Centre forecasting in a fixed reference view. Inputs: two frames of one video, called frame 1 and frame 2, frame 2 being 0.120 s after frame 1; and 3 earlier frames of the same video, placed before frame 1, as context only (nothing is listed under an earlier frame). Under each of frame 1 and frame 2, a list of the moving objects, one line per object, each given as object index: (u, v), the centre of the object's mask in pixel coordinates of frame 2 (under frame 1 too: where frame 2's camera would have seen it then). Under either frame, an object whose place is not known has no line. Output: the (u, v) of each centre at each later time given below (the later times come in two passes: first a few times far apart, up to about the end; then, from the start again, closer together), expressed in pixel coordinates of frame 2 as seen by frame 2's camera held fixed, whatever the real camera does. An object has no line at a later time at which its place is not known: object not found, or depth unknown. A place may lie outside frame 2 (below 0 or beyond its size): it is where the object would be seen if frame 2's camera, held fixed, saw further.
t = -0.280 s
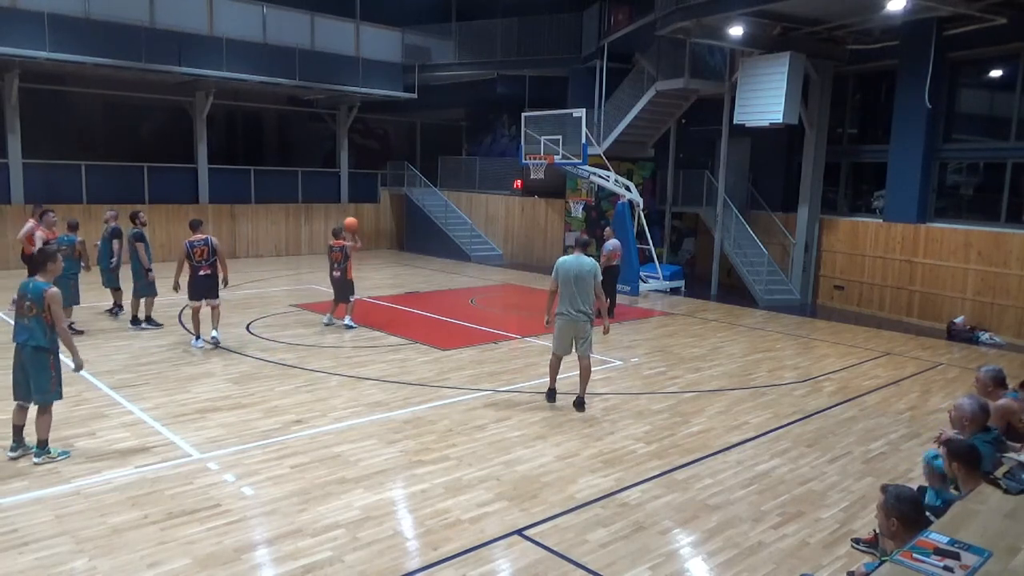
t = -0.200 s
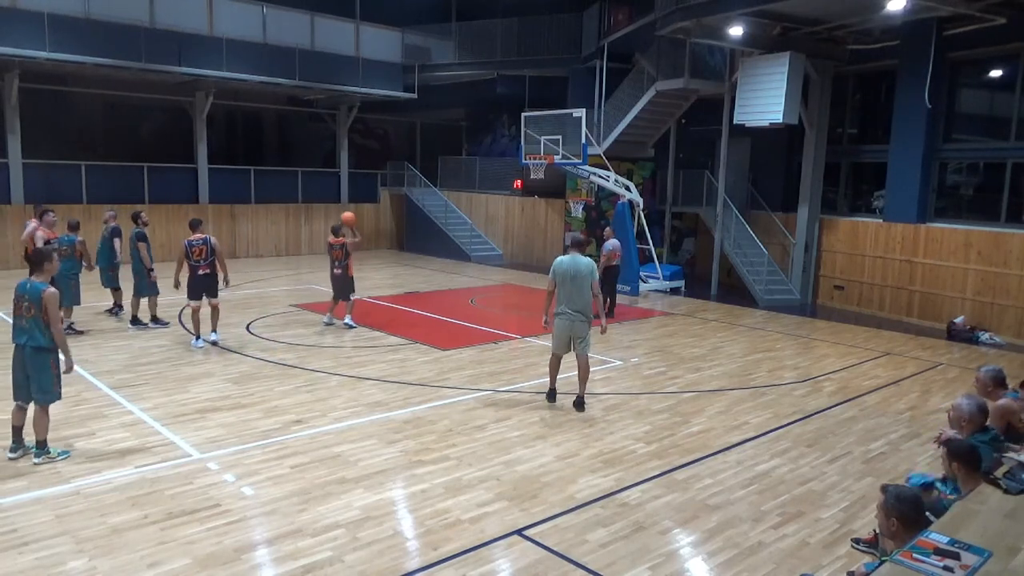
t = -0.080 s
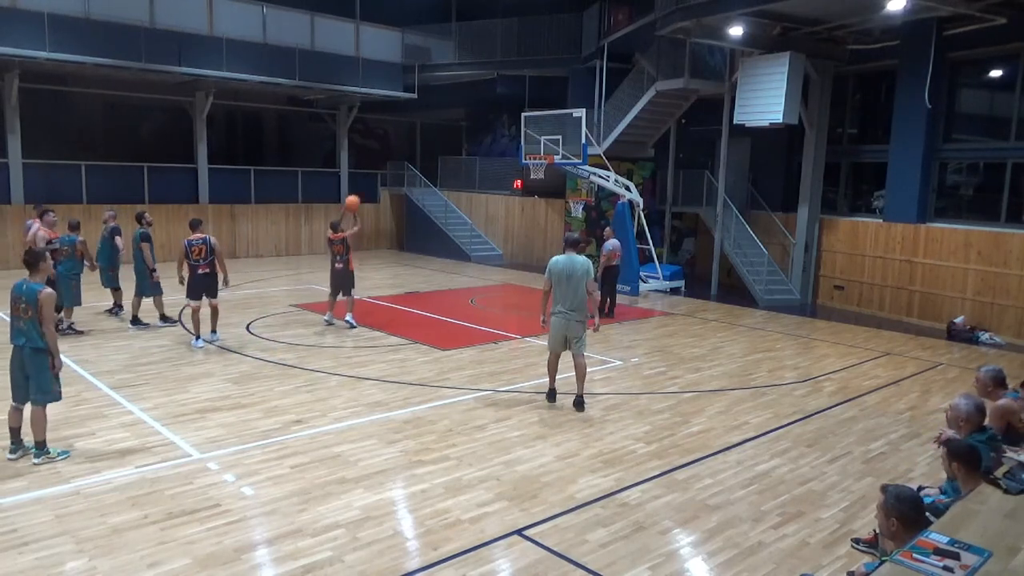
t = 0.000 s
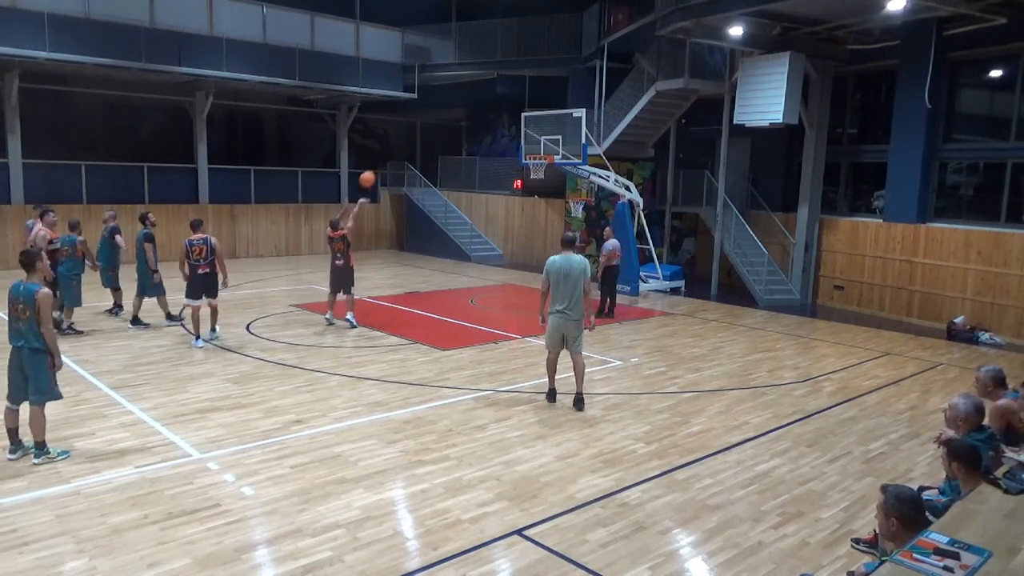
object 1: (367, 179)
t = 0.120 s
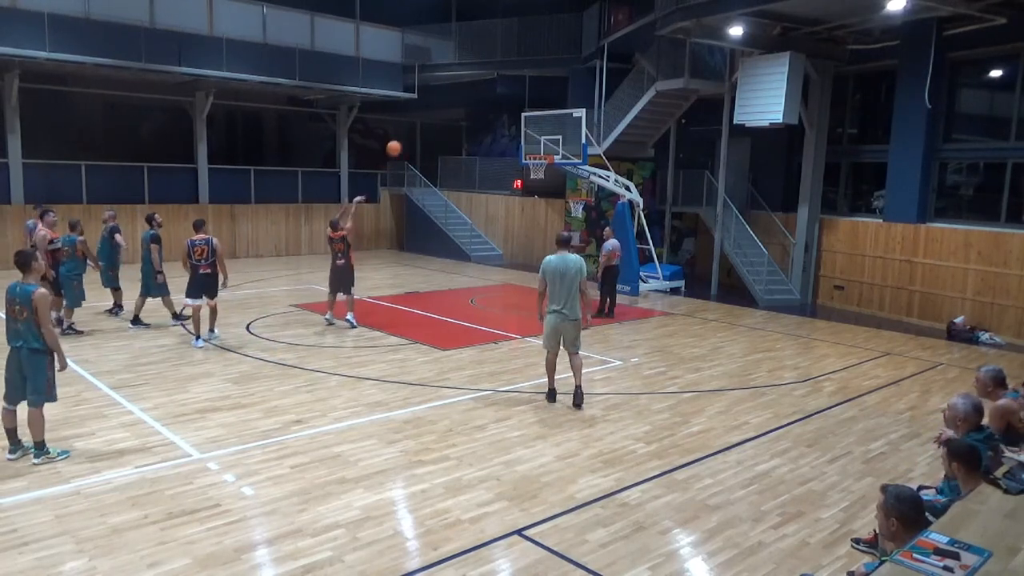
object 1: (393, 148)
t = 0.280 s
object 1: (427, 121)
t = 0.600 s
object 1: (485, 112)
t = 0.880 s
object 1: (529, 146)
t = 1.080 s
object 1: (544, 167)
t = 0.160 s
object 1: (402, 139)
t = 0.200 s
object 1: (411, 132)
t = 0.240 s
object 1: (419, 126)
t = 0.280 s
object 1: (427, 121)
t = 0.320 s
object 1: (435, 117)
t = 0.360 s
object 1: (442, 113)
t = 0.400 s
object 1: (450, 111)
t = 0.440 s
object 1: (457, 110)
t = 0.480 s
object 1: (464, 109)
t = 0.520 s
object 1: (471, 109)
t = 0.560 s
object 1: (478, 110)
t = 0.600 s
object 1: (485, 112)
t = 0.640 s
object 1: (492, 114)
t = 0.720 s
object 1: (505, 122)
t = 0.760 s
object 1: (511, 127)
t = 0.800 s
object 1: (517, 132)
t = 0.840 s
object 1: (523, 138)
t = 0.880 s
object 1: (529, 146)
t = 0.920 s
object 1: (535, 151)
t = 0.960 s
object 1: (541, 161)
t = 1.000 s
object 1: (543, 166)
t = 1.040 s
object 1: (544, 166)
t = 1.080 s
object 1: (544, 167)
